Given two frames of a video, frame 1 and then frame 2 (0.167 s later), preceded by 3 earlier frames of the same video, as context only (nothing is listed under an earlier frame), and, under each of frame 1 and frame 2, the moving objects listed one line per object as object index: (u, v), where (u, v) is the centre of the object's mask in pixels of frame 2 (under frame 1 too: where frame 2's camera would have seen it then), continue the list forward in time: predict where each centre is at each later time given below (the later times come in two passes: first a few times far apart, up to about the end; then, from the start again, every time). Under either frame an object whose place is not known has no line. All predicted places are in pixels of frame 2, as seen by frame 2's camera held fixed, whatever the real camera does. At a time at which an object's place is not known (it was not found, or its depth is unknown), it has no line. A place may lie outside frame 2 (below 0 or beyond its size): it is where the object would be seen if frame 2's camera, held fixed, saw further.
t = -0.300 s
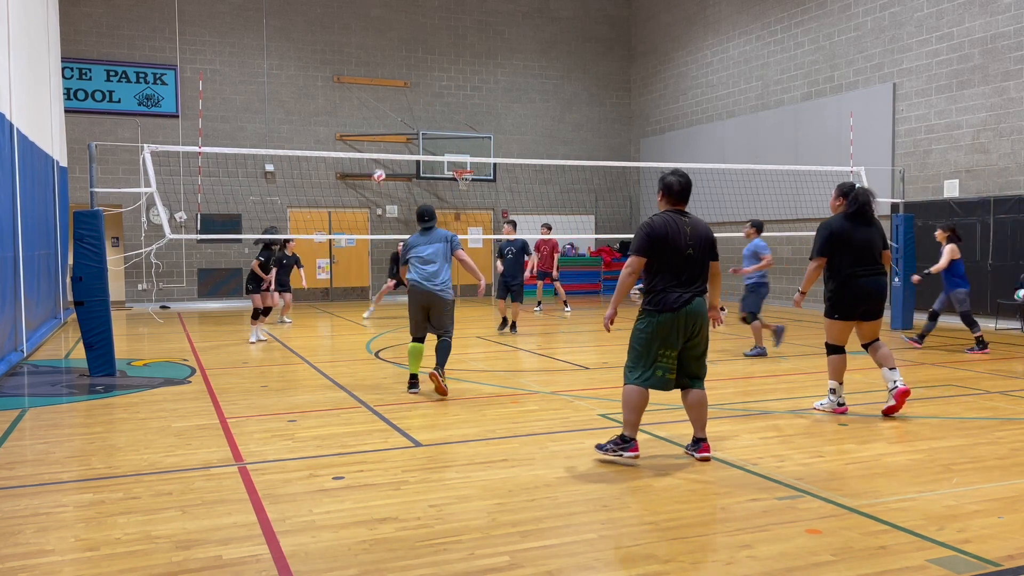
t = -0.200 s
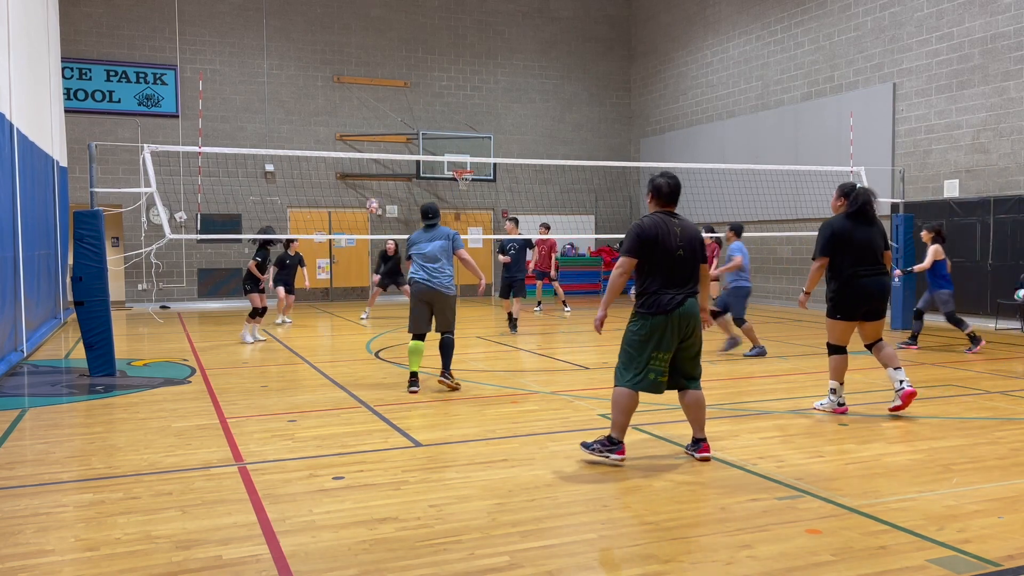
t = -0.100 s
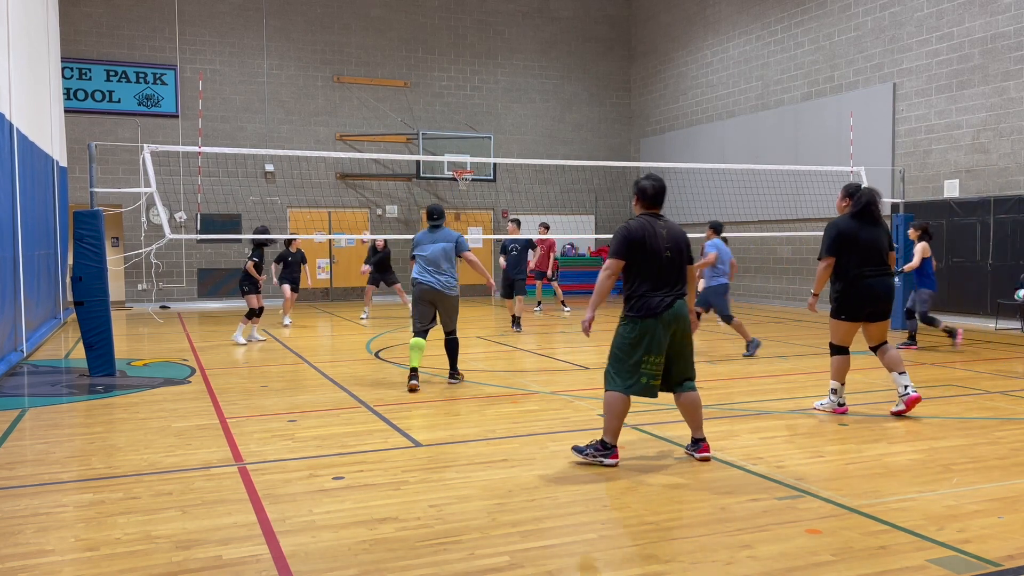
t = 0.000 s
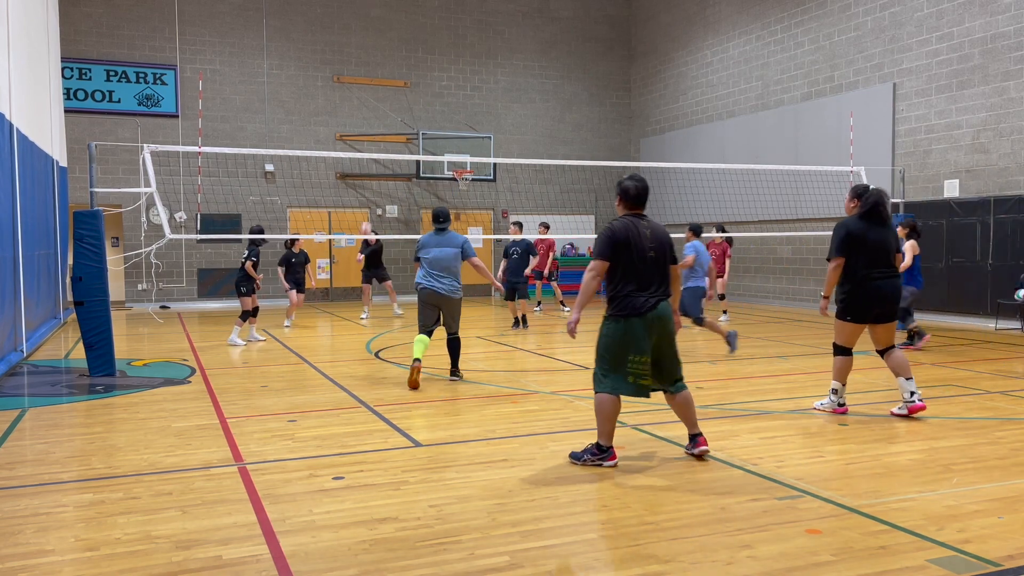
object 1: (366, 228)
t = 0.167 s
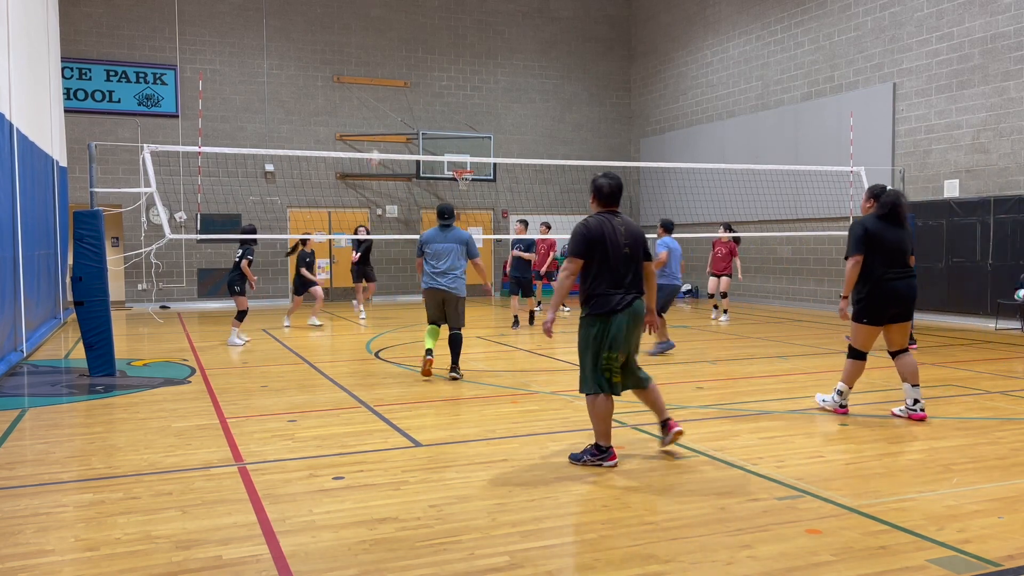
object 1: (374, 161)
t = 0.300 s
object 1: (383, 110)
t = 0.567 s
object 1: (401, 46)
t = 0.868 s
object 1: (425, 24)
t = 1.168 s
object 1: (450, 59)
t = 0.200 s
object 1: (377, 146)
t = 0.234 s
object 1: (379, 133)
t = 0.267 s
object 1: (381, 122)
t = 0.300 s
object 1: (383, 110)
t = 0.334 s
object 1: (385, 101)
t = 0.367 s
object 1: (387, 91)
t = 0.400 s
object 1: (389, 82)
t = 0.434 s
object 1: (391, 73)
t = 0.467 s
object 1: (394, 66)
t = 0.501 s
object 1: (396, 59)
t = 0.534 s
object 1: (399, 52)
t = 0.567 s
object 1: (401, 46)
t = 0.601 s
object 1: (404, 41)
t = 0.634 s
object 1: (406, 37)
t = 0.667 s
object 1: (409, 33)
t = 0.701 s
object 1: (411, 30)
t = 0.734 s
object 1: (414, 27)
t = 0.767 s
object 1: (417, 25)
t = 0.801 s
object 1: (420, 24)
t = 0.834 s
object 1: (422, 23)
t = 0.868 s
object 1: (425, 24)
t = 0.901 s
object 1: (427, 24)
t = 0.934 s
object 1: (431, 26)
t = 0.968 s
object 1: (433, 29)
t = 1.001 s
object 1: (436, 31)
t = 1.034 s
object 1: (439, 35)
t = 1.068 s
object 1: (442, 40)
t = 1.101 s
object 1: (445, 46)
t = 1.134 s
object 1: (447, 52)
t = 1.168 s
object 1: (450, 59)
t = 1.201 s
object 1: (453, 66)
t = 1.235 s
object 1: (456, 74)
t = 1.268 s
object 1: (460, 84)
